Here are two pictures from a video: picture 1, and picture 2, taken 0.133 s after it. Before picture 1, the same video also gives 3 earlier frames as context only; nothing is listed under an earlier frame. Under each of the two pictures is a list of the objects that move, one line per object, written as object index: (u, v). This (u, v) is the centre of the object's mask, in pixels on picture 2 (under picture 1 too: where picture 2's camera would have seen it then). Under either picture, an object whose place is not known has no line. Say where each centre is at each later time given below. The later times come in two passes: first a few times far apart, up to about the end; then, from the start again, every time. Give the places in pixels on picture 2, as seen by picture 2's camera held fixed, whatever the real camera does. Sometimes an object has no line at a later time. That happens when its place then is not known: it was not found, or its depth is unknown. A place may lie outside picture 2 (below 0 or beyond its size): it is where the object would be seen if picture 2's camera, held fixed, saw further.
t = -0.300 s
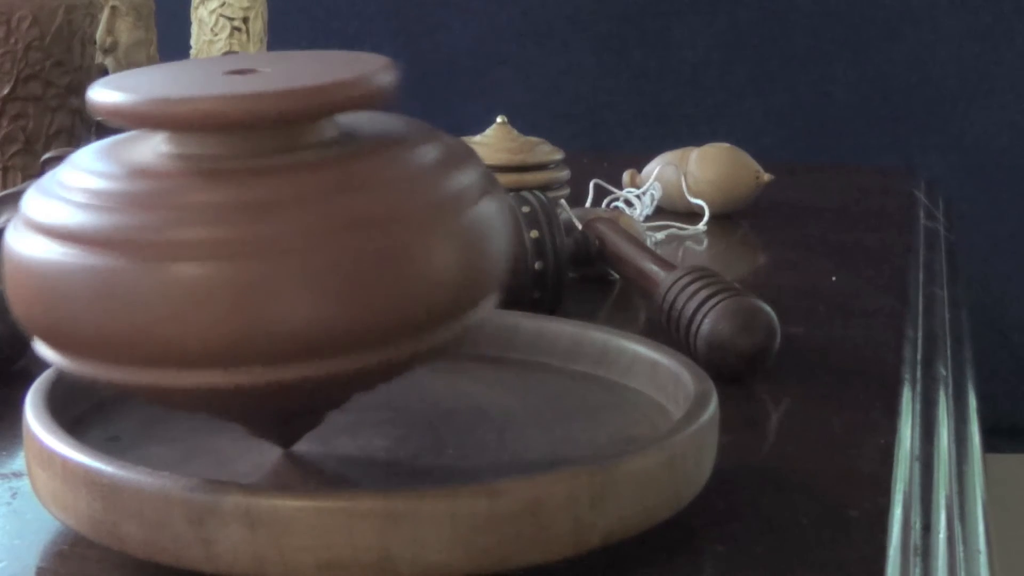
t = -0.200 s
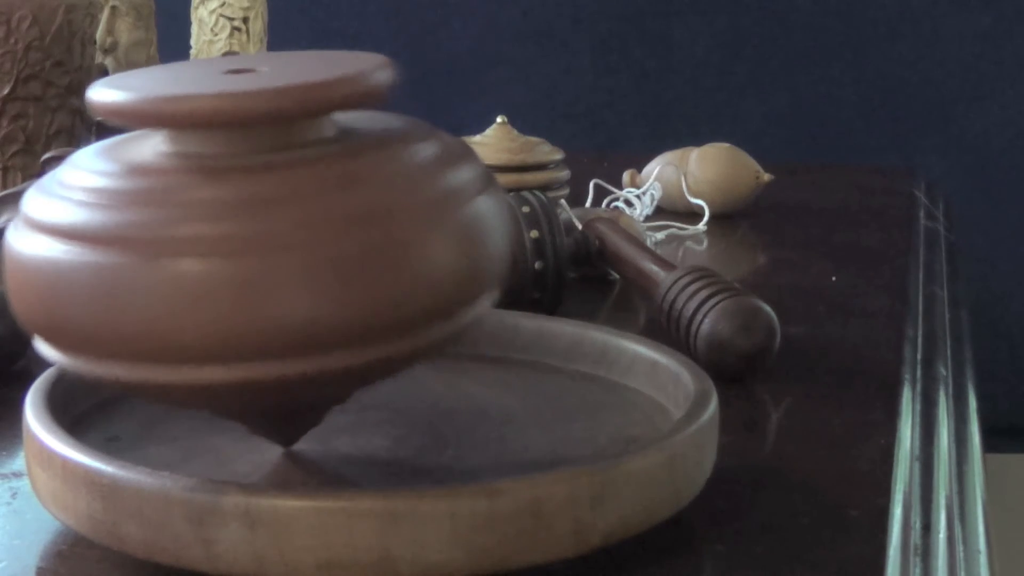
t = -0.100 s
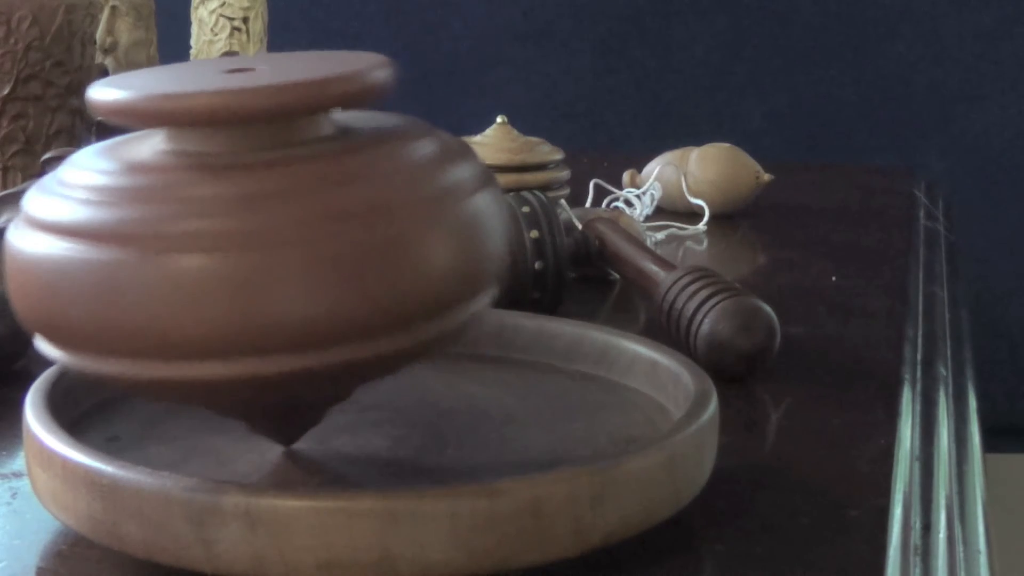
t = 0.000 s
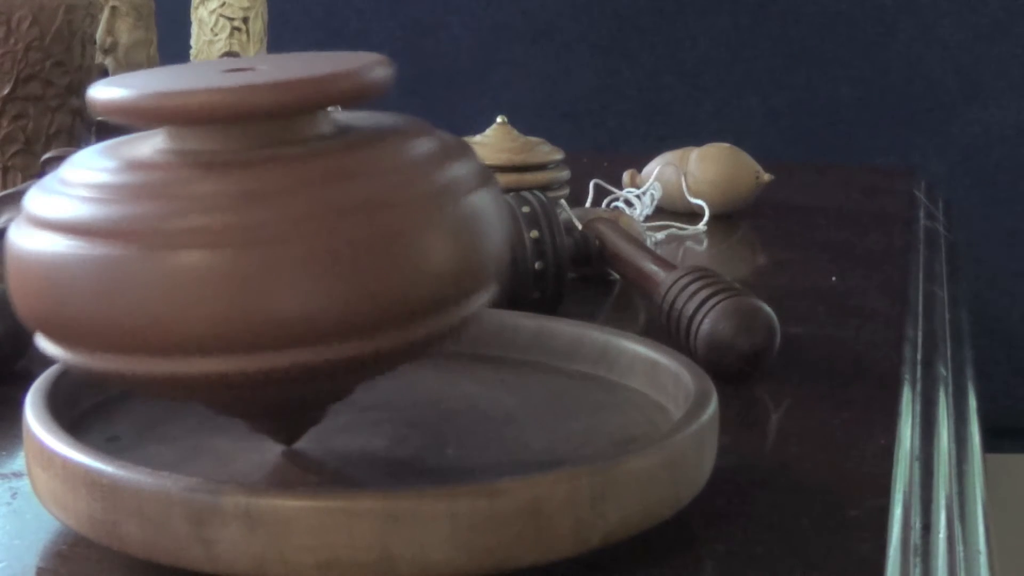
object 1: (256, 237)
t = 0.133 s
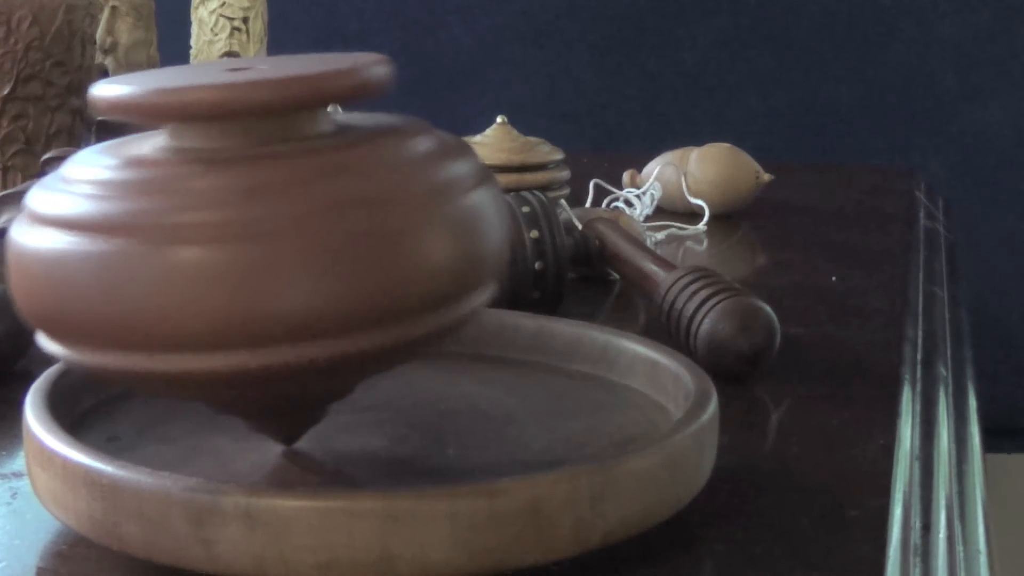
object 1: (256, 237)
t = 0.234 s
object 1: (255, 238)
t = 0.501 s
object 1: (254, 239)
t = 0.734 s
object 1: (254, 242)
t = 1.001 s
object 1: (261, 246)
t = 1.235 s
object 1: (273, 251)
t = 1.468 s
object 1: (290, 254)
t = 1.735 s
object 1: (298, 255)
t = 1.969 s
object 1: (302, 254)
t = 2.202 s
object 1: (298, 251)
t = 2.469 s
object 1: (288, 247)
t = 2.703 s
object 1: (277, 244)
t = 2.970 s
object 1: (264, 237)
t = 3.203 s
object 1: (260, 233)
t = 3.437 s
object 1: (263, 227)
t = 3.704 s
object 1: (279, 221)
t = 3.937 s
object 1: (296, 218)
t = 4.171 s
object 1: (314, 215)
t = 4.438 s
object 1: (337, 216)
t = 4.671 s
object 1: (358, 215)
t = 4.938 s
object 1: (381, 216)
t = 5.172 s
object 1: (401, 217)
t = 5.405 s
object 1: (418, 219)
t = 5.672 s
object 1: (432, 221)
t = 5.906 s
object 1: (439, 222)
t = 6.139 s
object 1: (442, 222)
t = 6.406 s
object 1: (441, 220)
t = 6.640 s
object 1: (431, 217)
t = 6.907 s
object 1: (410, 214)
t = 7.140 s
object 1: (388, 212)
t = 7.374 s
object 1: (368, 211)
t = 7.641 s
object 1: (352, 211)
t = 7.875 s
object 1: (347, 211)
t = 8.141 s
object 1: (350, 212)
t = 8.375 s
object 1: (357, 213)
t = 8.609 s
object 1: (367, 213)
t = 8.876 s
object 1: (382, 215)
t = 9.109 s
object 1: (396, 215)
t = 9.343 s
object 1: (407, 216)
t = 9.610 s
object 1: (420, 218)
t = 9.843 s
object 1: (428, 220)
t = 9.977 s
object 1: (432, 220)
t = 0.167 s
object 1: (255, 237)
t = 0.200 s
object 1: (255, 237)
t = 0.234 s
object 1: (255, 238)
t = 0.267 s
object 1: (255, 238)
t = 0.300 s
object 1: (255, 238)
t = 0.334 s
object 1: (255, 238)
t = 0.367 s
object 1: (255, 238)
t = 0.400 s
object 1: (255, 238)
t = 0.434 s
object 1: (255, 238)
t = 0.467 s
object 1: (254, 238)
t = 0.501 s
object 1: (254, 239)
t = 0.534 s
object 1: (254, 239)
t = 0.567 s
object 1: (254, 239)
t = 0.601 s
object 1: (253, 240)
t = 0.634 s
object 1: (253, 241)
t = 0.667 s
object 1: (253, 241)
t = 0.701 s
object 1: (253, 242)
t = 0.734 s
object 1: (254, 242)
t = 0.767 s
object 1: (254, 243)
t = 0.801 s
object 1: (255, 243)
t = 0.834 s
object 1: (256, 244)
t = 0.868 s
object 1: (258, 245)
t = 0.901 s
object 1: (258, 245)
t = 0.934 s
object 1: (259, 245)
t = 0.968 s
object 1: (261, 246)
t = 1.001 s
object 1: (261, 246)
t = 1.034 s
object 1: (262, 247)
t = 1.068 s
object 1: (264, 248)
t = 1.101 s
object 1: (265, 249)
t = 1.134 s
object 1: (267, 249)
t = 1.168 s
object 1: (269, 250)
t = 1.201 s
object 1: (270, 250)
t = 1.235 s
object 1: (273, 251)
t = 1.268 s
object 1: (276, 251)
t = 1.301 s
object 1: (278, 252)
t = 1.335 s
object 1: (280, 252)
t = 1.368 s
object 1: (284, 253)
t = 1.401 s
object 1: (286, 253)
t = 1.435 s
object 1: (288, 253)
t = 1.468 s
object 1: (290, 254)
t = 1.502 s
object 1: (292, 254)
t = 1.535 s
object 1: (292, 255)
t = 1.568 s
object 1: (294, 255)
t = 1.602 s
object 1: (296, 255)
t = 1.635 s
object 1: (295, 255)
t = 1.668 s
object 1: (297, 255)
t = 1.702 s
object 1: (297, 255)
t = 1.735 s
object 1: (298, 255)
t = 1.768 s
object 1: (299, 255)
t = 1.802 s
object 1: (300, 255)
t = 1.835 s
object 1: (300, 255)
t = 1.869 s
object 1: (301, 254)
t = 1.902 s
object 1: (302, 254)
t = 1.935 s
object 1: (302, 254)
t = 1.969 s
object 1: (302, 254)
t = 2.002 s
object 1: (302, 254)
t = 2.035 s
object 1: (302, 253)
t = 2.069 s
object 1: (301, 253)
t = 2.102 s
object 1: (301, 252)
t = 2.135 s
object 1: (301, 252)
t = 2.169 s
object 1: (299, 252)
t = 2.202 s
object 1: (298, 251)
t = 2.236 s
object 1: (298, 251)
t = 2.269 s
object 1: (297, 250)
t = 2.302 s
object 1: (295, 250)
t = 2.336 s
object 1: (295, 249)
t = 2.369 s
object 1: (293, 249)
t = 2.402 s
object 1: (291, 248)
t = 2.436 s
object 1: (290, 248)
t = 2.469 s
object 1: (288, 247)
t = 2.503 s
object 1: (286, 247)
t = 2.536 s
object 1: (284, 246)
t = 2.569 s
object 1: (283, 246)
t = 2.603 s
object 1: (281, 245)
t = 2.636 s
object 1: (280, 244)
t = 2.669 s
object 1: (279, 244)
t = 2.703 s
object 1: (277, 244)
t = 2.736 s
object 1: (275, 243)
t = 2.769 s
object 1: (274, 242)
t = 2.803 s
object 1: (272, 241)
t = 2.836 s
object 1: (269, 241)
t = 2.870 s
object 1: (268, 239)
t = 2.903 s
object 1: (267, 239)
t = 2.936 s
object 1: (266, 238)
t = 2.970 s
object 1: (264, 237)
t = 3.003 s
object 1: (264, 237)
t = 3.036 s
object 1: (263, 236)
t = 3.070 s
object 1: (261, 235)
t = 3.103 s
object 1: (261, 234)
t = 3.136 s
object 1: (261, 234)
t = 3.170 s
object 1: (261, 234)
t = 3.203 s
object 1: (260, 233)
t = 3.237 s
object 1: (260, 232)
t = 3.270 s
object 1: (261, 231)
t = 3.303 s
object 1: (261, 230)
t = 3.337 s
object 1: (260, 229)
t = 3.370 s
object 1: (261, 228)
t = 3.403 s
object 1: (262, 228)
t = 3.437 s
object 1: (263, 227)
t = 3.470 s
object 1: (265, 226)
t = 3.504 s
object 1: (267, 225)
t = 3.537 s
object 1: (269, 225)
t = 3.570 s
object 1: (270, 224)
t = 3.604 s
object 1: (273, 223)
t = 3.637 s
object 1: (275, 223)
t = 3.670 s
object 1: (276, 222)
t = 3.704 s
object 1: (279, 221)
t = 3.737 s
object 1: (281, 221)
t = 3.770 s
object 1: (283, 220)
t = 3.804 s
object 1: (285, 220)
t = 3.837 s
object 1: (289, 219)
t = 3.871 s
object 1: (291, 219)
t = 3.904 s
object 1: (293, 218)
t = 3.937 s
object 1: (296, 218)
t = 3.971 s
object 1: (299, 217)
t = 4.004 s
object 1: (301, 217)
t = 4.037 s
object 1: (304, 217)
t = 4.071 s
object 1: (307, 216)
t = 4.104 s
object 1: (309, 216)
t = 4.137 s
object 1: (311, 216)
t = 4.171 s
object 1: (314, 215)
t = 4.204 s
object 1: (318, 216)
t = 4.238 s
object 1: (321, 216)
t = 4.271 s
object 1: (323, 215)
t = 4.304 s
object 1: (326, 215)
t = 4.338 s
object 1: (328, 214)
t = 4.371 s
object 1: (330, 215)
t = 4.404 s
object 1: (334, 215)
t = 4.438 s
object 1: (337, 216)
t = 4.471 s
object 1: (340, 214)
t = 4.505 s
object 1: (343, 215)
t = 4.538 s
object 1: (346, 215)
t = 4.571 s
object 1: (348, 215)
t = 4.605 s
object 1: (351, 215)
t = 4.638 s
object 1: (354, 215)
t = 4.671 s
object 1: (358, 215)
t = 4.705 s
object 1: (360, 215)
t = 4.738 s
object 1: (363, 215)
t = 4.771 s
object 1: (366, 216)
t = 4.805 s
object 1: (369, 216)
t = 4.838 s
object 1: (371, 216)
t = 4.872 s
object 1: (374, 216)
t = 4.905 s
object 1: (378, 216)
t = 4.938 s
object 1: (381, 216)
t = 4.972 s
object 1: (384, 217)
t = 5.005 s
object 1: (388, 216)
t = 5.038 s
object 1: (390, 217)
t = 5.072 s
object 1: (391, 217)
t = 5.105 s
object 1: (395, 217)
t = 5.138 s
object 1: (397, 217)
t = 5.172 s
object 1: (401, 217)
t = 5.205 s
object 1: (402, 217)
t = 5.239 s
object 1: (405, 218)
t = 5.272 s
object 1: (408, 219)
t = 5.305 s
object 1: (410, 219)
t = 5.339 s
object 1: (412, 219)
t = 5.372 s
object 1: (415, 219)
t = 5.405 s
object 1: (418, 219)
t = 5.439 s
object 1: (419, 219)
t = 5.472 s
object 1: (421, 220)
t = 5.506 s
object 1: (423, 220)
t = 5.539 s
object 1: (425, 220)
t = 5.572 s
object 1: (426, 221)
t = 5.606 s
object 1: (428, 221)
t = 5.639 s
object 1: (431, 221)
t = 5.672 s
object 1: (432, 221)
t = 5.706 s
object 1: (433, 221)
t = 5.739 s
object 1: (435, 221)
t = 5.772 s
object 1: (437, 222)
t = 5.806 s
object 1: (437, 221)
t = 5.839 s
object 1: (437, 221)
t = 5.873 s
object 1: (438, 222)
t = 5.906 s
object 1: (439, 222)
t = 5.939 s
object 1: (440, 222)
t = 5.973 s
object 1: (440, 222)
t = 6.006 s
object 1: (440, 222)
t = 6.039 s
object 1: (441, 222)
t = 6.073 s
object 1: (441, 222)
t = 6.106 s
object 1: (441, 222)
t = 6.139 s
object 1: (442, 222)
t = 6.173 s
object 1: (443, 222)
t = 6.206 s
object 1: (443, 222)
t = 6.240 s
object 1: (443, 221)
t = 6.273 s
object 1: (443, 221)
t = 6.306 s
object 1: (443, 221)
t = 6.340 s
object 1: (442, 221)
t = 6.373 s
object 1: (441, 220)
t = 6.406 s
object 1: (441, 220)
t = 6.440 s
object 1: (441, 219)
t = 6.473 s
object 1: (439, 218)
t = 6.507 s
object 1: (438, 218)
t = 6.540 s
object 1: (437, 218)
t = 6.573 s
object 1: (436, 218)
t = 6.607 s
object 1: (433, 217)
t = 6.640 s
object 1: (431, 217)
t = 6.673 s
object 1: (429, 217)
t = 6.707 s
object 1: (427, 216)
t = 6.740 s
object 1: (424, 216)
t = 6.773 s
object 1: (421, 215)
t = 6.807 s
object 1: (419, 215)
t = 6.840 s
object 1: (417, 215)
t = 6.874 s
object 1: (413, 214)
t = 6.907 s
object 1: (410, 214)
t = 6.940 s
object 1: (407, 213)
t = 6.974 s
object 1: (405, 213)
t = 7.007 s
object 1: (401, 213)
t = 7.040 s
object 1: (397, 213)
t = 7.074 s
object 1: (396, 212)
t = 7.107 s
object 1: (392, 212)
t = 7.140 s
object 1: (388, 212)
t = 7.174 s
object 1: (384, 212)
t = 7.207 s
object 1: (381, 212)
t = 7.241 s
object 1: (378, 212)
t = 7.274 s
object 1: (375, 212)
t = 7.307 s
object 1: (371, 211)
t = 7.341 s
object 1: (369, 211)
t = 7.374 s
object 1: (368, 211)
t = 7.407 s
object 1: (365, 211)
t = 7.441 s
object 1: (362, 211)
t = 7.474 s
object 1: (360, 211)
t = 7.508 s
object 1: (359, 211)
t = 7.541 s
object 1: (357, 211)
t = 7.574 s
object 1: (355, 211)
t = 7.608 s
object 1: (353, 211)
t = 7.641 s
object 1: (352, 211)
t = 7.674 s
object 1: (351, 211)
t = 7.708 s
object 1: (349, 211)
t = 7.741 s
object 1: (348, 211)
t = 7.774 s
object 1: (348, 211)
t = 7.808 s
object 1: (348, 211)
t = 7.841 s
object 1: (347, 211)
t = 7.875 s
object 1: (347, 211)
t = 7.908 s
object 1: (347, 211)
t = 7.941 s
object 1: (348, 212)
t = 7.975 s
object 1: (348, 212)
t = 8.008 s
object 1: (348, 212)
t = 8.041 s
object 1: (349, 212)
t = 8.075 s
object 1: (350, 212)
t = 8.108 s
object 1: (350, 212)
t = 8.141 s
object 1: (350, 212)
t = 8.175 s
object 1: (351, 213)
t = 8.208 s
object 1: (352, 213)
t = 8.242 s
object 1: (353, 213)
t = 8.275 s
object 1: (353, 213)
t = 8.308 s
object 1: (354, 213)
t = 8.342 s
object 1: (356, 213)
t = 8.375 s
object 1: (357, 213)
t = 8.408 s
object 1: (358, 213)
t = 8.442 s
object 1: (359, 213)
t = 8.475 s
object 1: (361, 213)
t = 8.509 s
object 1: (363, 213)
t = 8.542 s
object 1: (364, 213)
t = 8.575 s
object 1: (365, 213)
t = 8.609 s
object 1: (367, 213)
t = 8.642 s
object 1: (370, 214)
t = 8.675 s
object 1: (371, 214)
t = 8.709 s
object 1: (372, 214)
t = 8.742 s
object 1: (374, 214)
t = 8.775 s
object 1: (377, 214)
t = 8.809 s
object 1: (379, 214)
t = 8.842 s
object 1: (381, 215)
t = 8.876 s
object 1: (382, 215)
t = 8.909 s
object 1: (385, 215)
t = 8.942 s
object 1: (387, 214)
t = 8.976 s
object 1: (389, 215)
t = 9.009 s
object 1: (390, 215)
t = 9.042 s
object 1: (392, 215)
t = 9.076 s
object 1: (394, 215)
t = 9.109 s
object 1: (396, 215)
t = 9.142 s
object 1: (397, 215)
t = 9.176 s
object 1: (399, 216)
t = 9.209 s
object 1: (401, 216)
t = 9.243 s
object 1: (404, 216)
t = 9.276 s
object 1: (405, 216)
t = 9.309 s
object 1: (406, 216)
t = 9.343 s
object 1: (407, 216)
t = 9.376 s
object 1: (409, 216)
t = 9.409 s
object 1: (411, 217)
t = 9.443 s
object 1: (412, 217)
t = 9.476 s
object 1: (413, 217)
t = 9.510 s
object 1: (415, 218)
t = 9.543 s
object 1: (417, 217)
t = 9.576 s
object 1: (419, 218)
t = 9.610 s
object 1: (420, 218)
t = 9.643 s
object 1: (421, 218)
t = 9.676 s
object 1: (422, 219)
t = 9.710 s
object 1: (424, 219)
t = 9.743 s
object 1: (425, 219)
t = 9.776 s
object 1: (426, 219)
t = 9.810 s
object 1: (427, 219)
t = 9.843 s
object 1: (428, 220)
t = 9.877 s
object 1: (429, 220)
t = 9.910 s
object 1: (430, 220)
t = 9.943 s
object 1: (431, 220)
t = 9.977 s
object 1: (432, 220)
